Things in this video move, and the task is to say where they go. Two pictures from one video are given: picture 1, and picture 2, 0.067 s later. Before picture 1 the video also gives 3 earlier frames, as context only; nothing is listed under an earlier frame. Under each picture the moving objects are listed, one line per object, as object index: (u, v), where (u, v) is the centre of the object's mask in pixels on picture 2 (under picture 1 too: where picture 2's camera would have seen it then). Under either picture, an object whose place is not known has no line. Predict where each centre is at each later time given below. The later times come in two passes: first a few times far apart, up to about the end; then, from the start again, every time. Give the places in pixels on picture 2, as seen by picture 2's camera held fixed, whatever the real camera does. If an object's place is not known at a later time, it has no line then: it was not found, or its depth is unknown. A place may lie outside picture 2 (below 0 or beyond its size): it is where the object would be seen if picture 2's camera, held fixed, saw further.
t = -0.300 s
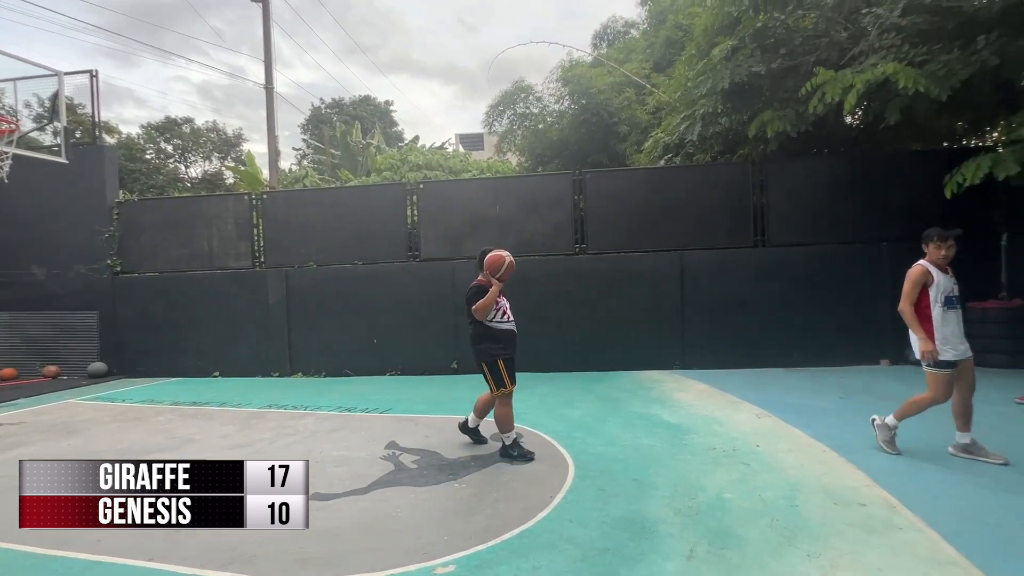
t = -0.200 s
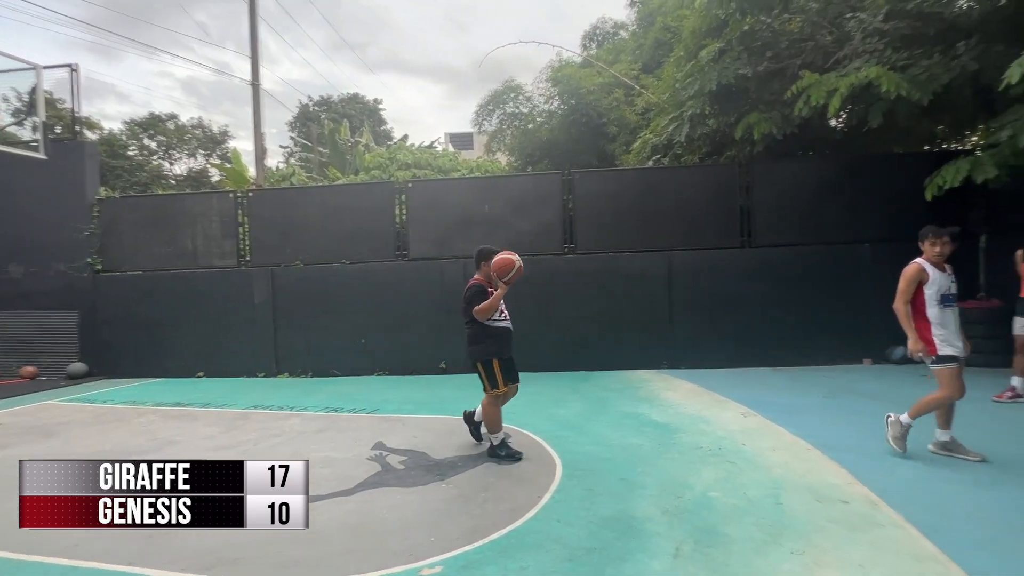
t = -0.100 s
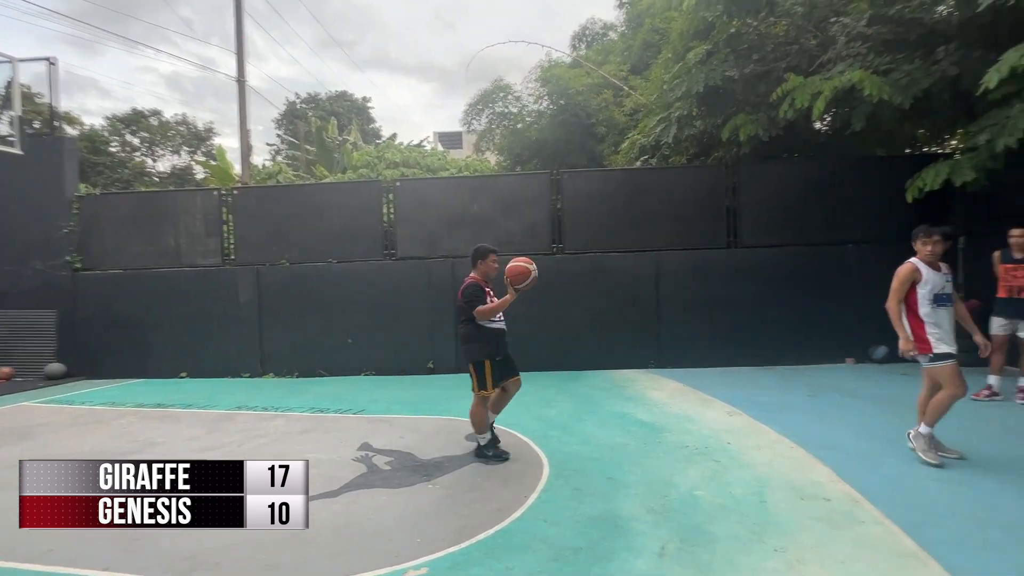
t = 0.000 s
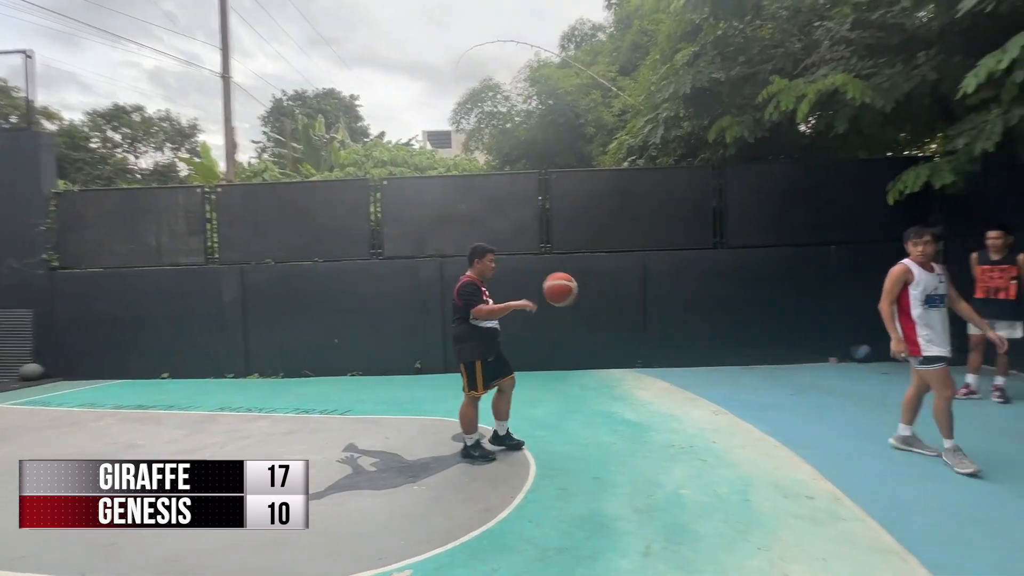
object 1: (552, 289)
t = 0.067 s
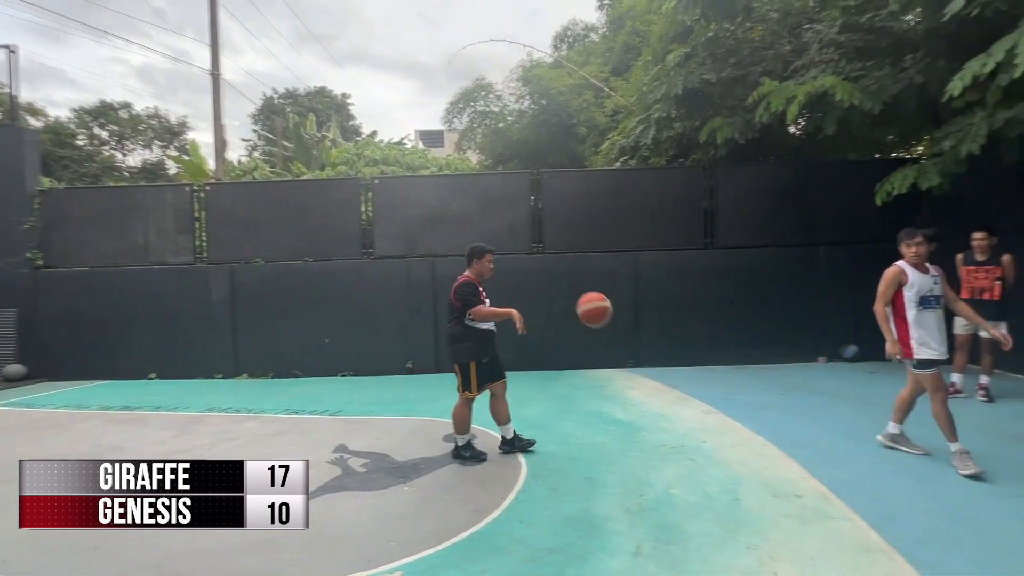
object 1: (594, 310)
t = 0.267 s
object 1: (730, 414)
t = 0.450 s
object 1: (822, 401)
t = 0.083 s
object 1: (605, 316)
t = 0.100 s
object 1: (616, 323)
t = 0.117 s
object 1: (627, 330)
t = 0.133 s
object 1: (638, 337)
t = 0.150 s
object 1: (650, 346)
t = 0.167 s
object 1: (661, 353)
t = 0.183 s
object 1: (672, 361)
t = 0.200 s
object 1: (683, 371)
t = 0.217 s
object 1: (695, 381)
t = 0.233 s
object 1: (707, 392)
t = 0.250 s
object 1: (719, 403)
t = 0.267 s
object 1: (730, 414)
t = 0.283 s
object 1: (742, 426)
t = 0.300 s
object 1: (755, 438)
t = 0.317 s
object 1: (766, 451)
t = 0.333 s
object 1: (779, 464)
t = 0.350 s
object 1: (785, 458)
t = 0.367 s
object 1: (791, 447)
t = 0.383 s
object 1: (797, 438)
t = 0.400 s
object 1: (803, 428)
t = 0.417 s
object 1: (809, 418)
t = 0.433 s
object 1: (815, 409)
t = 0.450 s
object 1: (822, 401)
